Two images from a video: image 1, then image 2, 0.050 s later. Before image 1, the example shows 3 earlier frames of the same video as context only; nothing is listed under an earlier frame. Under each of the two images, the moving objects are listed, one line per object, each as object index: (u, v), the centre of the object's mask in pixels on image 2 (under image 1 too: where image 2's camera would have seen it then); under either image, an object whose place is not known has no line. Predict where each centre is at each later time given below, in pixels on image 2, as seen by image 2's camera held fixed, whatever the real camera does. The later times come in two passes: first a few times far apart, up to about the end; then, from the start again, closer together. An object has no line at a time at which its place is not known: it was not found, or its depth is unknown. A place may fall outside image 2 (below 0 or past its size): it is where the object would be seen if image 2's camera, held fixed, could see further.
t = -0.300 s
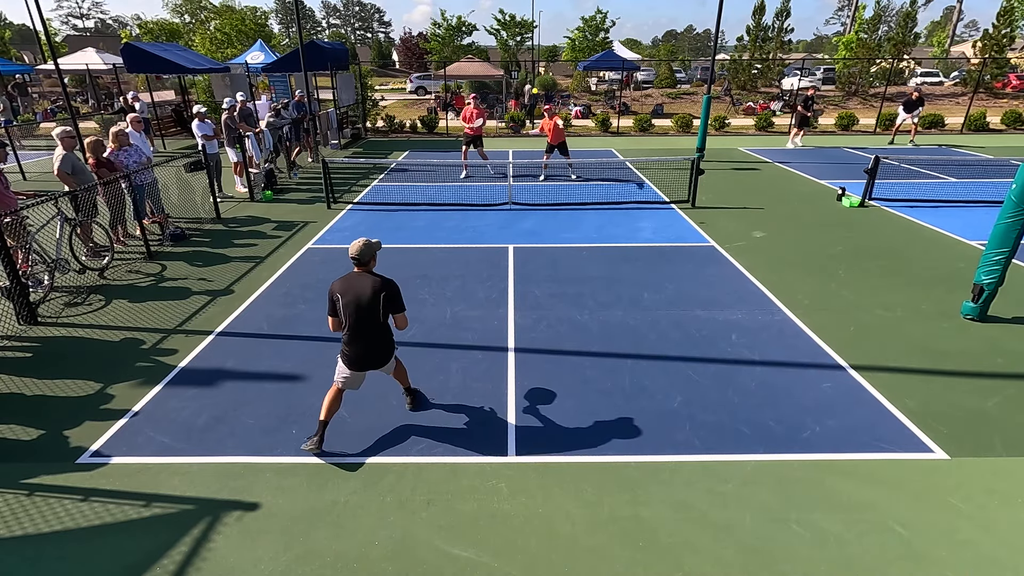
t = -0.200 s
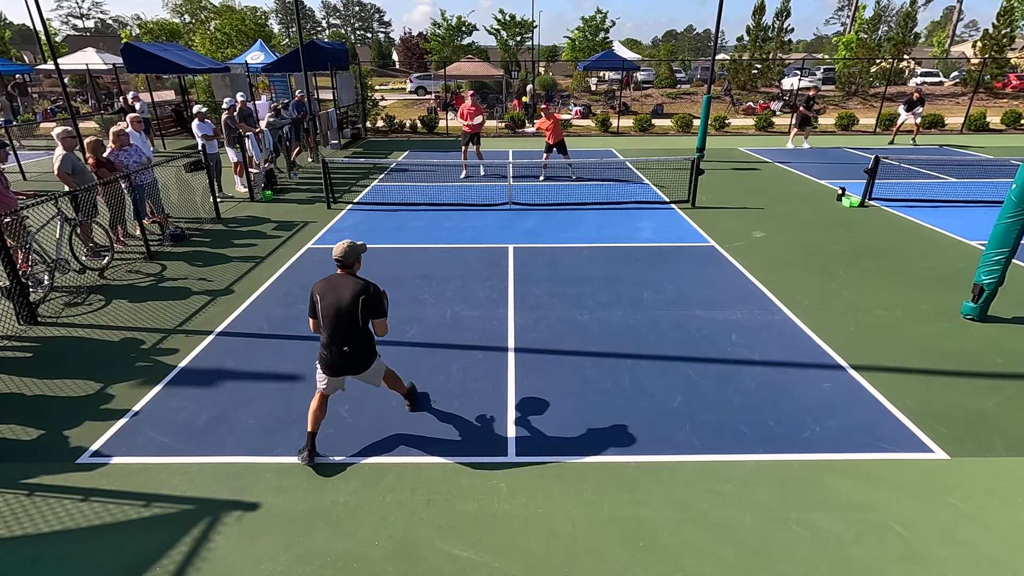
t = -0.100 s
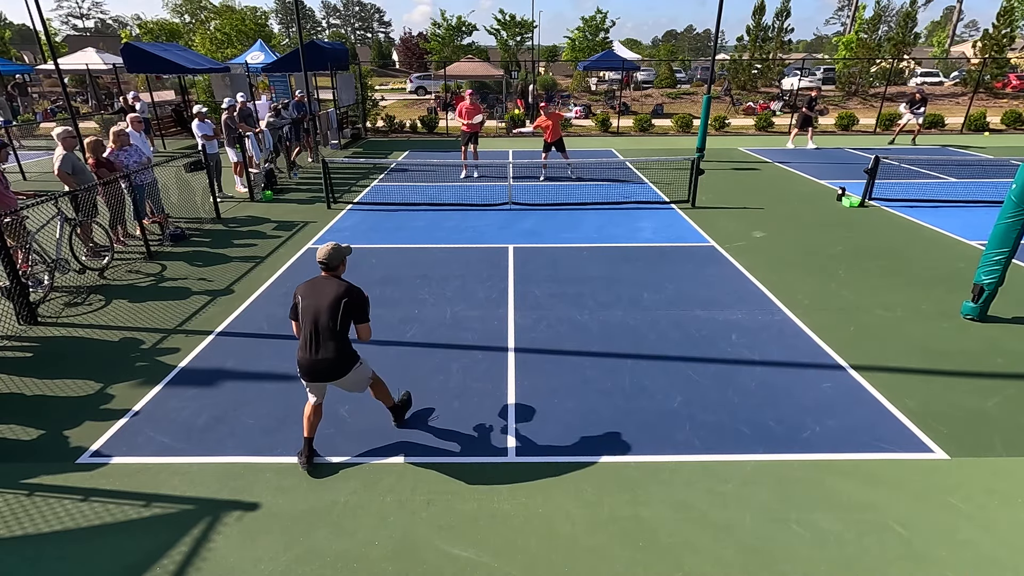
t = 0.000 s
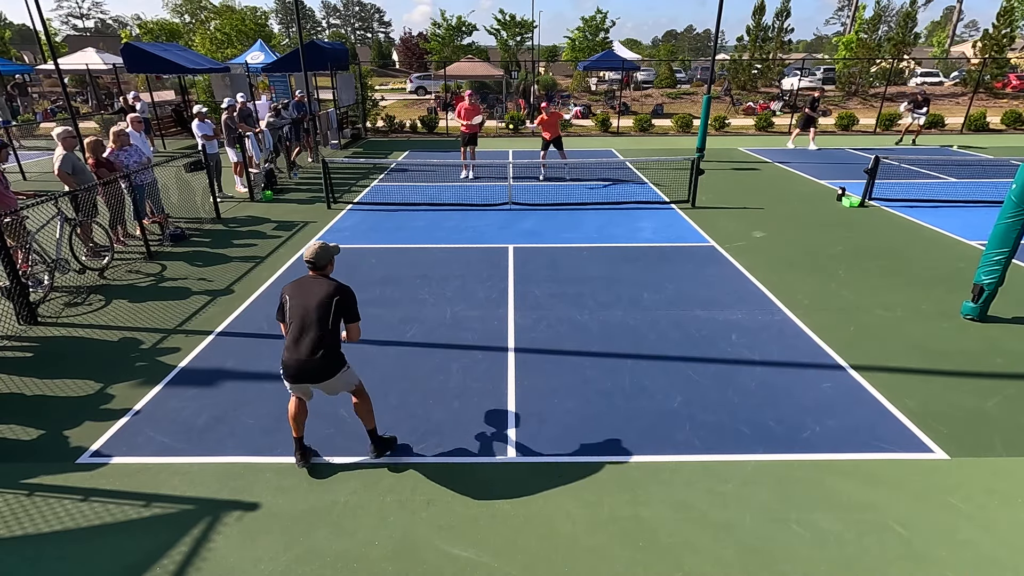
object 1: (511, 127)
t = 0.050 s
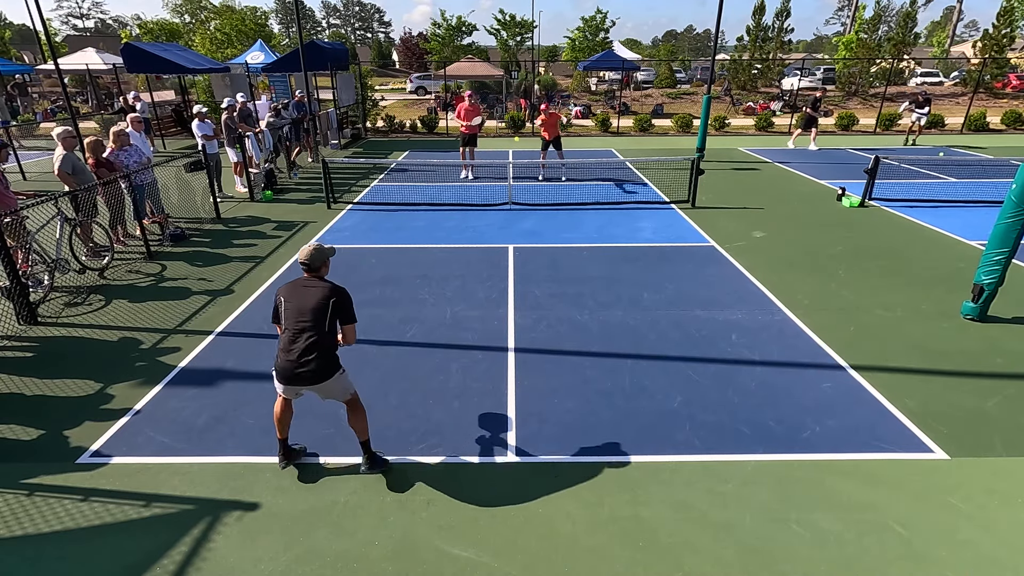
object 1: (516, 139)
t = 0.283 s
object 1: (547, 261)
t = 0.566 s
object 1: (606, 439)
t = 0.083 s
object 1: (520, 149)
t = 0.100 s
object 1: (522, 155)
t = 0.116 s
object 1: (524, 161)
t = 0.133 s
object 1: (526, 168)
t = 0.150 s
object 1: (528, 176)
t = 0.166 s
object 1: (530, 184)
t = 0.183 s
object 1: (533, 192)
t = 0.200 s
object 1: (534, 202)
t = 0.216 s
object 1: (537, 212)
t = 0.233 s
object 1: (539, 223)
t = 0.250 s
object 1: (542, 235)
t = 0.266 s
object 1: (544, 248)
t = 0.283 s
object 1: (547, 261)
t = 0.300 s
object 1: (549, 276)
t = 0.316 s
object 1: (552, 292)
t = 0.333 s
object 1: (555, 310)
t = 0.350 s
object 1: (558, 327)
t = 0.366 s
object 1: (560, 330)
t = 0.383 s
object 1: (563, 334)
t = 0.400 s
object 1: (566, 338)
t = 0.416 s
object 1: (569, 343)
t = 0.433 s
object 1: (572, 349)
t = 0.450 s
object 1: (576, 356)
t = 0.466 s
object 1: (579, 364)
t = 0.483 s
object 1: (583, 373)
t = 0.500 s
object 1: (587, 383)
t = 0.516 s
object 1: (591, 394)
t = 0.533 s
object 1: (596, 407)
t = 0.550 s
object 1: (601, 422)
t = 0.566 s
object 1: (606, 439)
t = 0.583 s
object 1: (612, 457)
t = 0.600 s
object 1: (618, 479)
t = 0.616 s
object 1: (625, 503)
